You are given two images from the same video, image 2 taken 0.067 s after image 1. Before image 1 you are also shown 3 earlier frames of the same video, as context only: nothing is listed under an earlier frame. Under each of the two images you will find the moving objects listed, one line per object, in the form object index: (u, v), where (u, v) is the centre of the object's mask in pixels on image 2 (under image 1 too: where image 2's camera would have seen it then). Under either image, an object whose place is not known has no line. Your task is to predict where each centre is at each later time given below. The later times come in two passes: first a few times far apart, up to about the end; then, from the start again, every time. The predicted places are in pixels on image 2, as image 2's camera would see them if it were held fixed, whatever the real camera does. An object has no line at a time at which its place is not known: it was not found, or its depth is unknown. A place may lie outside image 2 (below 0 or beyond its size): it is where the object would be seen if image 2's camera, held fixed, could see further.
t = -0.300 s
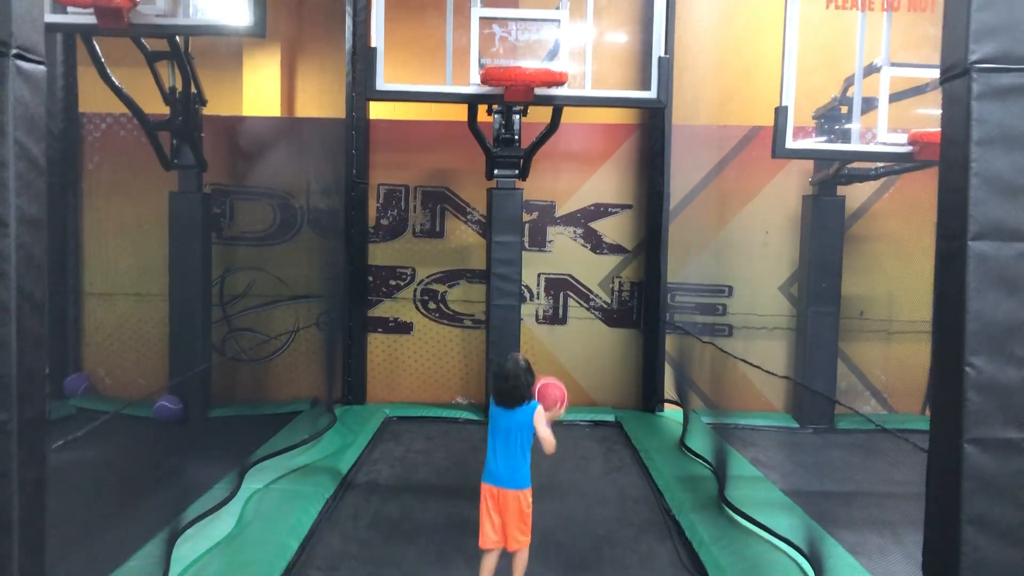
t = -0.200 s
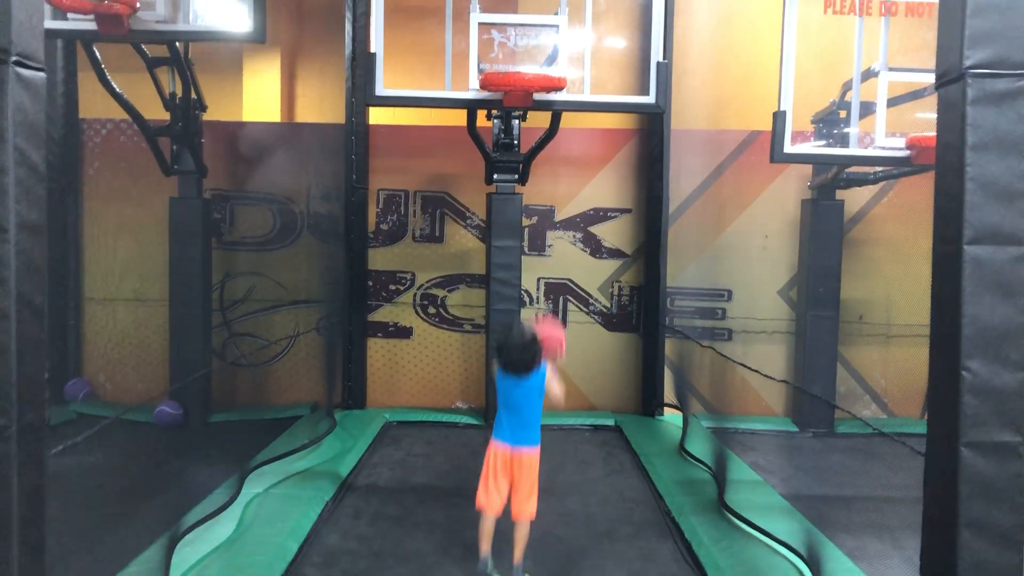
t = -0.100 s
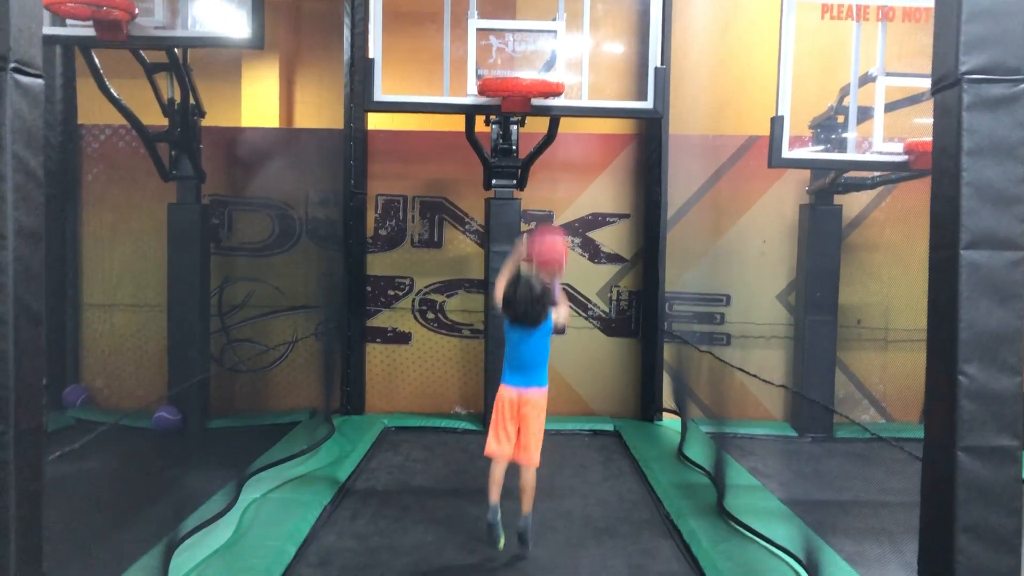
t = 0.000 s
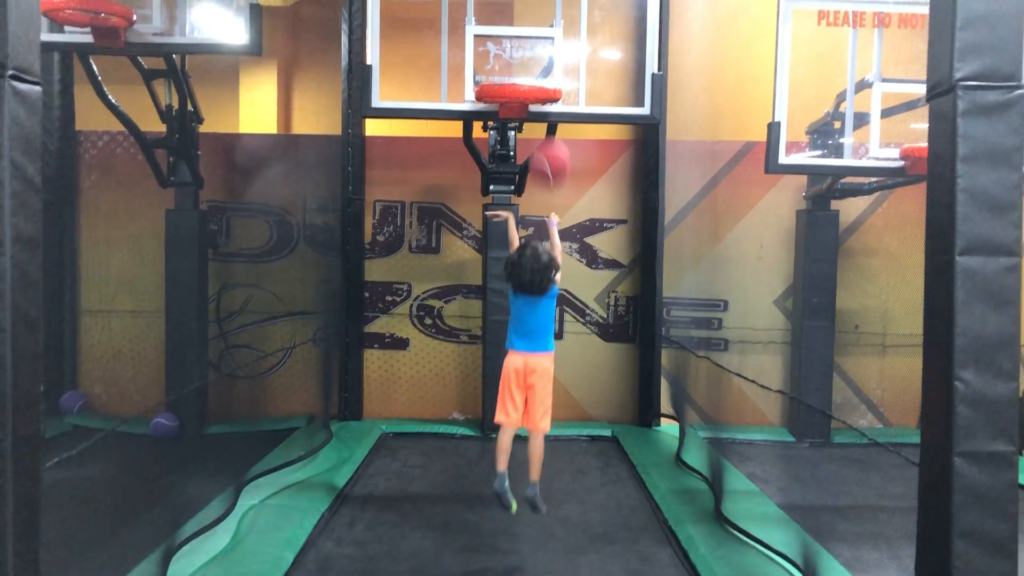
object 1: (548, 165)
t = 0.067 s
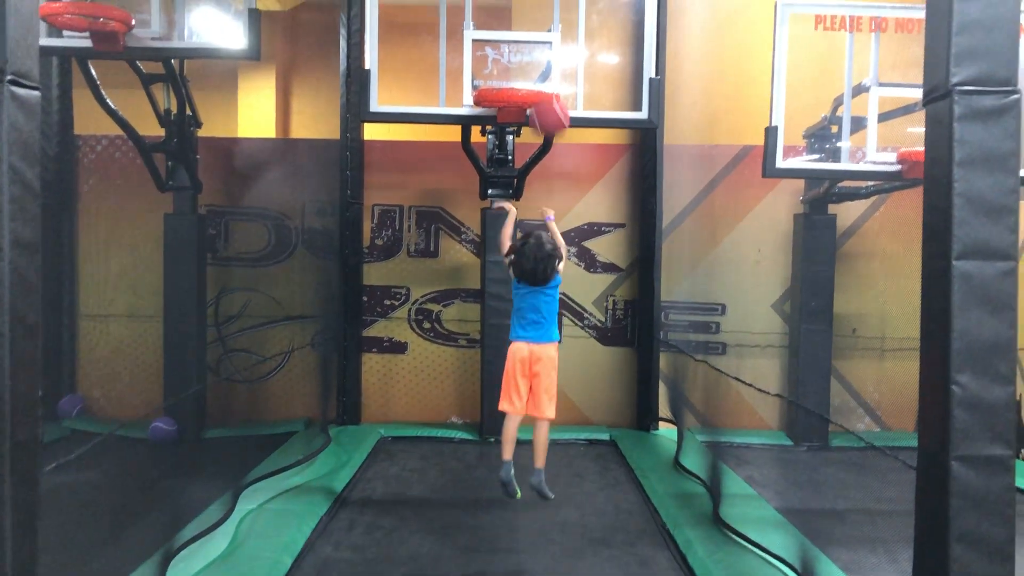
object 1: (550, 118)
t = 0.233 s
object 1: (555, 36)
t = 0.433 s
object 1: (560, 12)
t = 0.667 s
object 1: (565, 40)
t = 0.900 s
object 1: (604, 82)
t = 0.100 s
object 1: (551, 95)
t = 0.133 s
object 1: (552, 76)
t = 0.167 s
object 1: (552, 62)
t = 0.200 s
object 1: (554, 48)
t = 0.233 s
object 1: (555, 36)
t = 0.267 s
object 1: (556, 27)
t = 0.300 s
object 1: (557, 20)
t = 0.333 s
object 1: (558, 15)
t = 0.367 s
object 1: (559, 13)
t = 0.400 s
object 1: (560, 11)
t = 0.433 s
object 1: (560, 12)
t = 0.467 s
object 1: (561, 14)
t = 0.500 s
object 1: (561, 15)
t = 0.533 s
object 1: (562, 17)
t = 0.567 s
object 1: (563, 20)
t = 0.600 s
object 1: (563, 25)
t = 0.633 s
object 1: (564, 32)
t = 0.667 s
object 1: (565, 40)
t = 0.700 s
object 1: (566, 51)
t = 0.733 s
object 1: (565, 66)
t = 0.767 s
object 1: (569, 75)
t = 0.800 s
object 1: (579, 74)
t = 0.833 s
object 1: (587, 74)
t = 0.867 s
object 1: (595, 77)
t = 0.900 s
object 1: (604, 82)
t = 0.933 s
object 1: (615, 87)
